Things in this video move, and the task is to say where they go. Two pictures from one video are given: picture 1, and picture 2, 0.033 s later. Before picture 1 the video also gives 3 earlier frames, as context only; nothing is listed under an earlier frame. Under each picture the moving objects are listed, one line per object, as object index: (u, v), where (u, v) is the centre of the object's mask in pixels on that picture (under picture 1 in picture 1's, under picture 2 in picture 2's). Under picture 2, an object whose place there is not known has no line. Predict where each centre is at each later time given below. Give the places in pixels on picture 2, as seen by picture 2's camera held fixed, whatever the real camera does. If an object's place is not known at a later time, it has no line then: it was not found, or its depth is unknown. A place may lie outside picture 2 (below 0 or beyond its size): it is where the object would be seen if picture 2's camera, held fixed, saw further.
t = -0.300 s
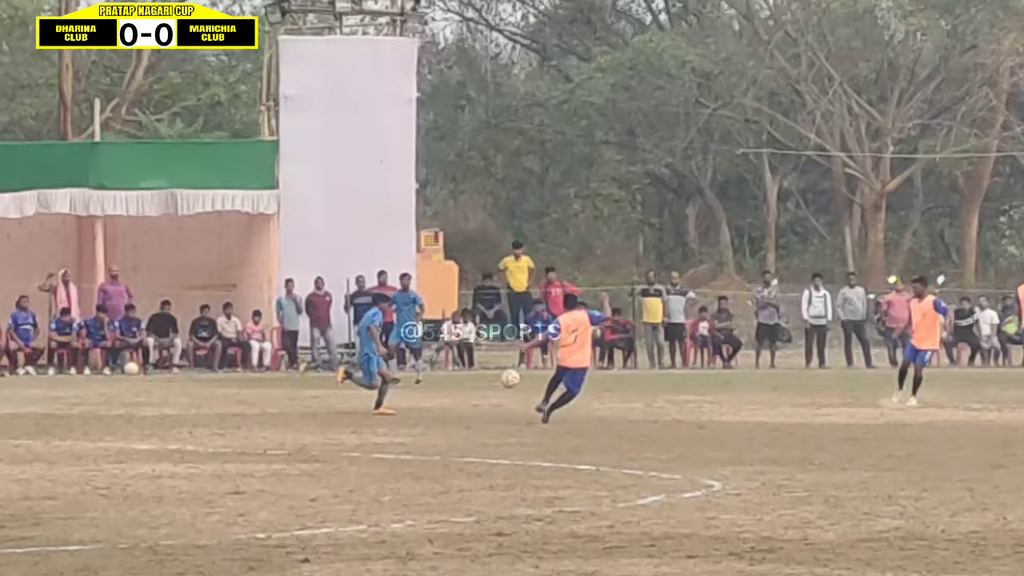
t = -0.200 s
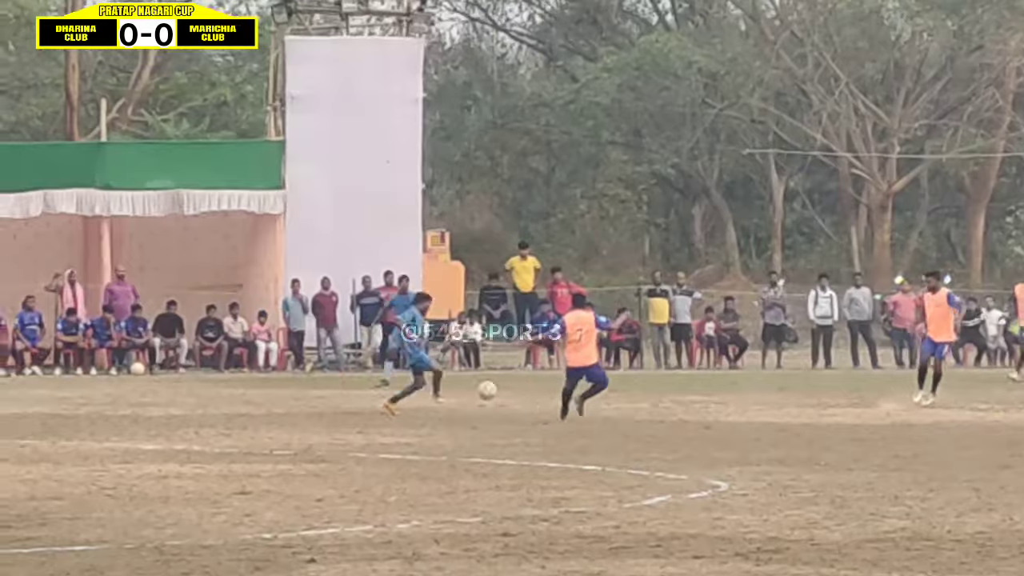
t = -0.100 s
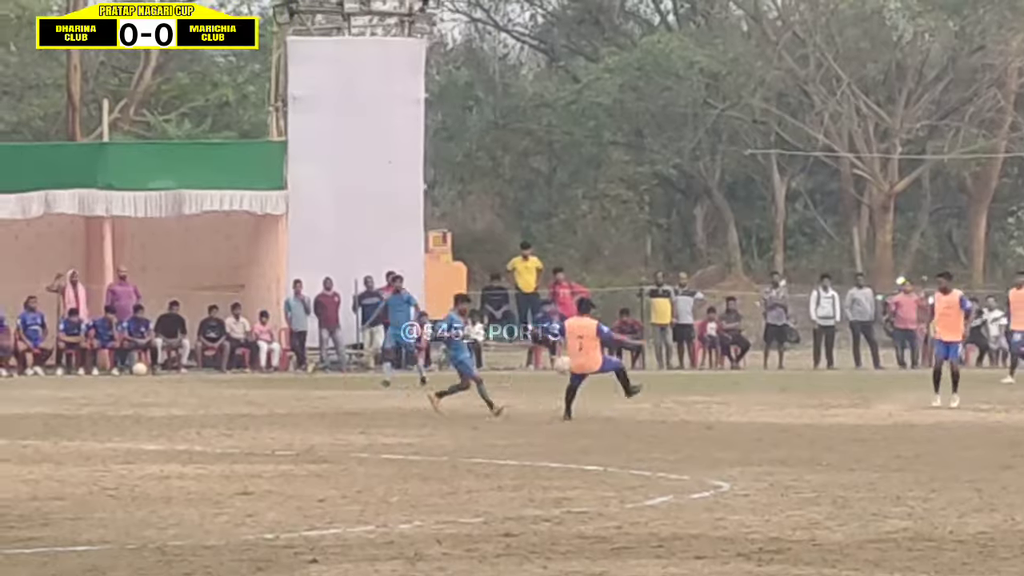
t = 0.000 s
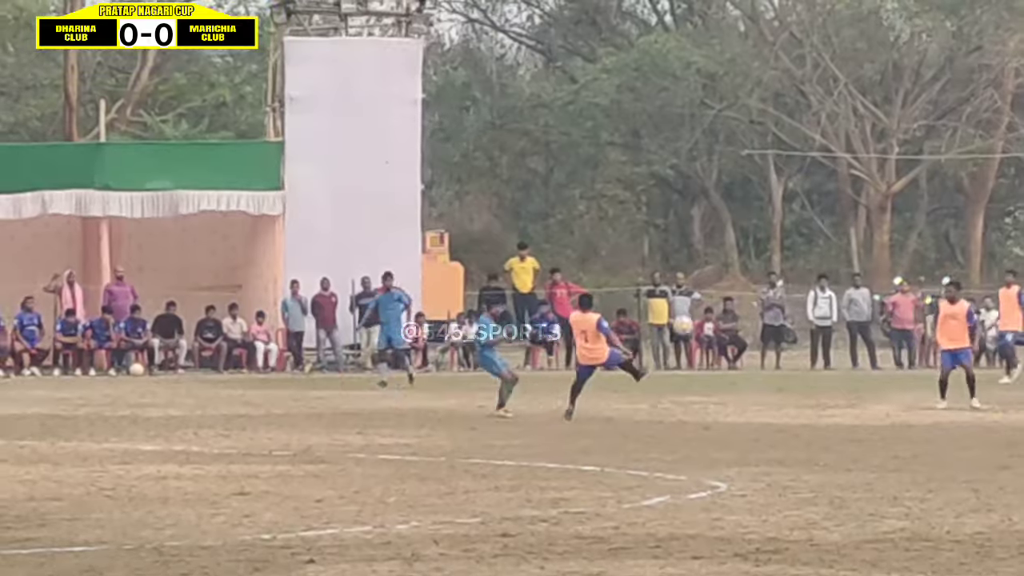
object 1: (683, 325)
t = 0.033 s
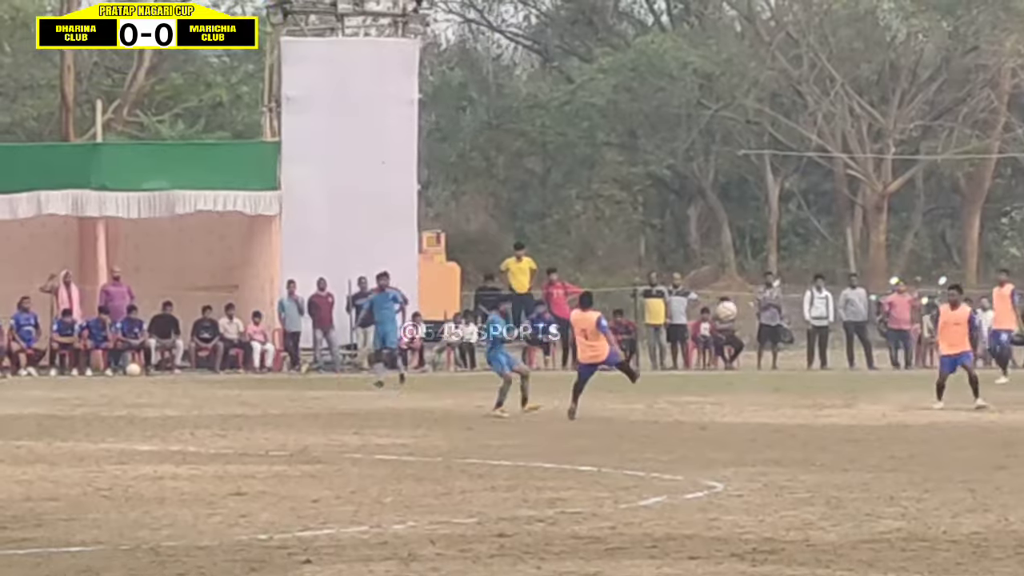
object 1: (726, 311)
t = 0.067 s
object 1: (773, 297)
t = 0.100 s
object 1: (797, 289)
